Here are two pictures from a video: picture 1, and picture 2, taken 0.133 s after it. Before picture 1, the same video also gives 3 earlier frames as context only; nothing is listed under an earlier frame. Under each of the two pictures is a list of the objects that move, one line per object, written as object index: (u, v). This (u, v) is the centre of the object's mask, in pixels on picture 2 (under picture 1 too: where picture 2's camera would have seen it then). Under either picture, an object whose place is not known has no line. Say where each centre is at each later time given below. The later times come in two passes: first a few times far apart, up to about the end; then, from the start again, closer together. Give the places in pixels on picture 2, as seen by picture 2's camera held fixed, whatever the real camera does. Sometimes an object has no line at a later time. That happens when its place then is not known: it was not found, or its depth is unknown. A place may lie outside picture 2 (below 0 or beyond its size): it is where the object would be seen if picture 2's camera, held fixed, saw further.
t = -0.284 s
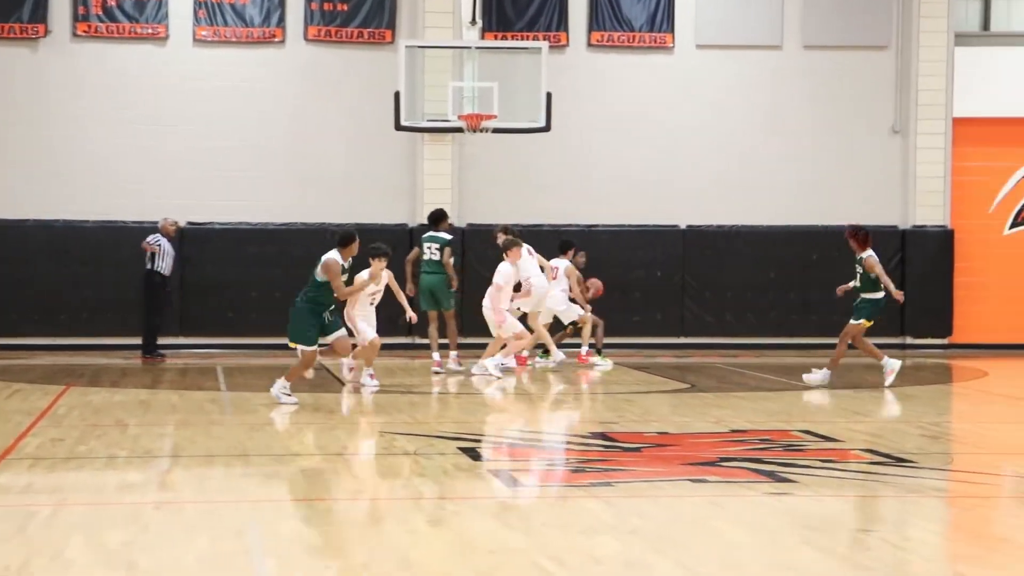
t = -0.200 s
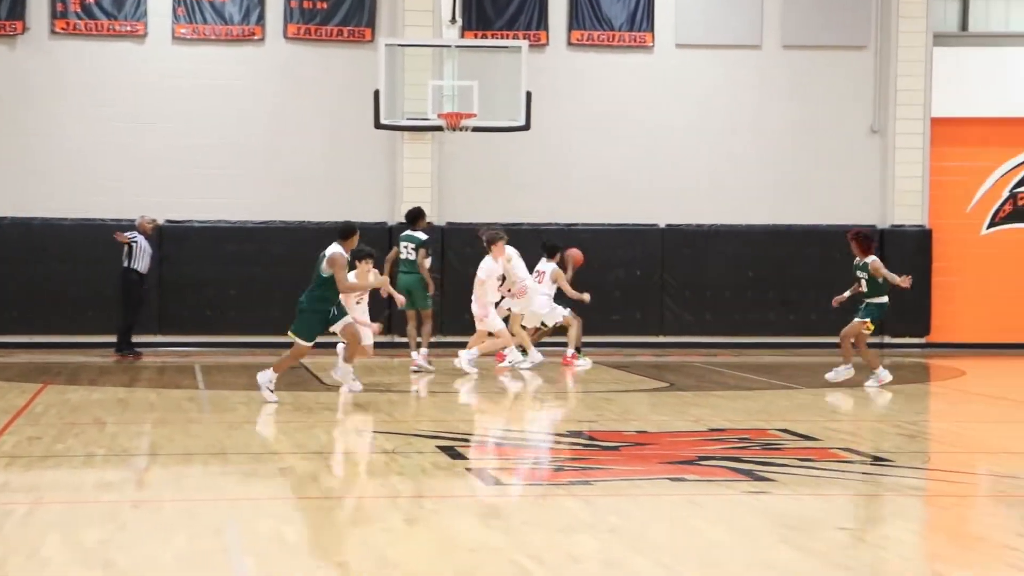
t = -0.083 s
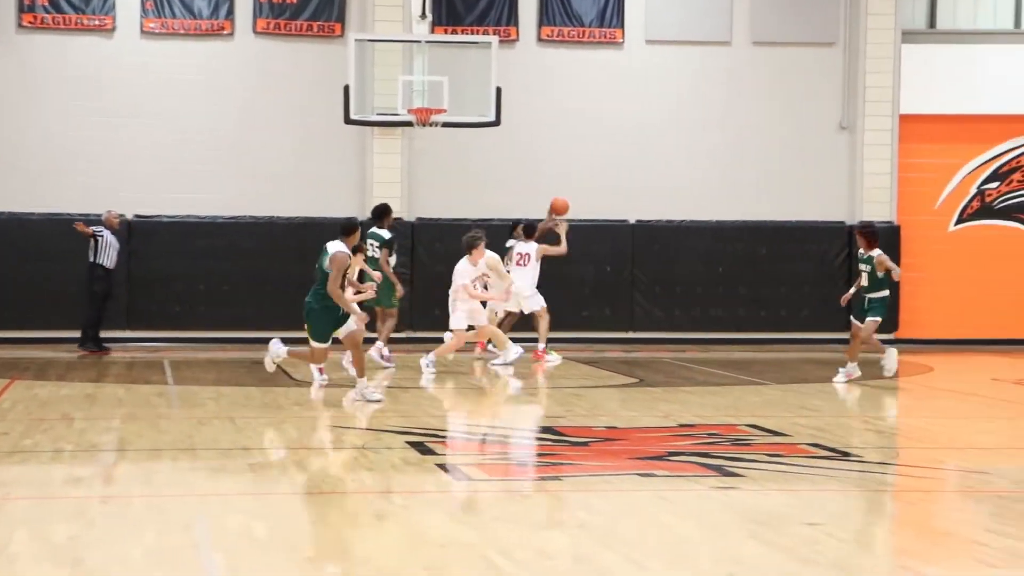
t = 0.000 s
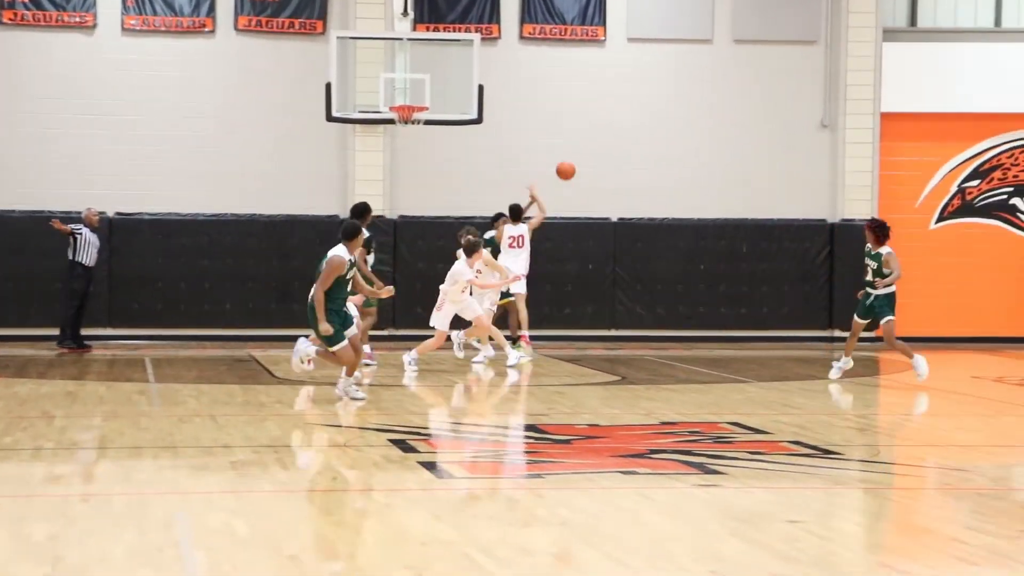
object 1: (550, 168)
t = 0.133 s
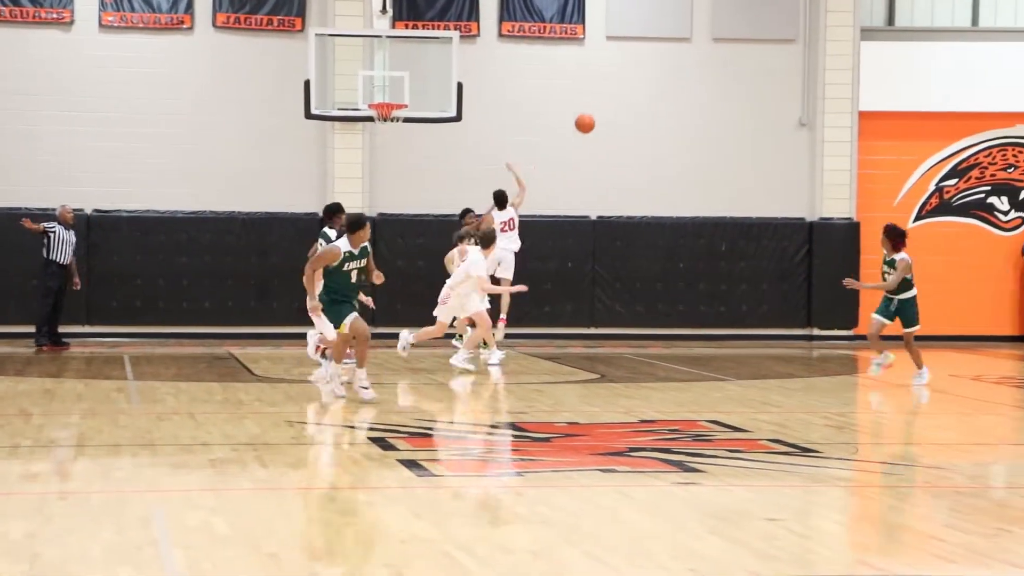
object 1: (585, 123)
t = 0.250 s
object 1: (619, 94)
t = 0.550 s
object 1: (718, 70)
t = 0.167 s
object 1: (594, 115)
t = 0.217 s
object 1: (609, 102)
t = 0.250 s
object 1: (619, 94)
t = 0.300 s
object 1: (634, 85)
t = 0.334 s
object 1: (645, 80)
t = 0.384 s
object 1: (661, 74)
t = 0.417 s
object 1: (672, 71)
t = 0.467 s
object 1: (689, 68)
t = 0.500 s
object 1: (701, 68)
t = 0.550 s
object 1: (718, 70)
